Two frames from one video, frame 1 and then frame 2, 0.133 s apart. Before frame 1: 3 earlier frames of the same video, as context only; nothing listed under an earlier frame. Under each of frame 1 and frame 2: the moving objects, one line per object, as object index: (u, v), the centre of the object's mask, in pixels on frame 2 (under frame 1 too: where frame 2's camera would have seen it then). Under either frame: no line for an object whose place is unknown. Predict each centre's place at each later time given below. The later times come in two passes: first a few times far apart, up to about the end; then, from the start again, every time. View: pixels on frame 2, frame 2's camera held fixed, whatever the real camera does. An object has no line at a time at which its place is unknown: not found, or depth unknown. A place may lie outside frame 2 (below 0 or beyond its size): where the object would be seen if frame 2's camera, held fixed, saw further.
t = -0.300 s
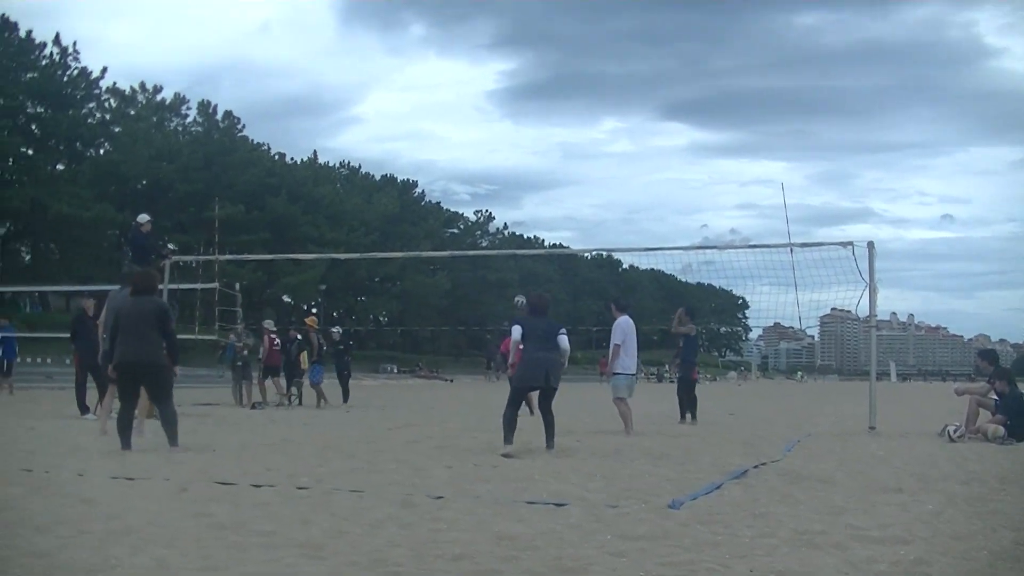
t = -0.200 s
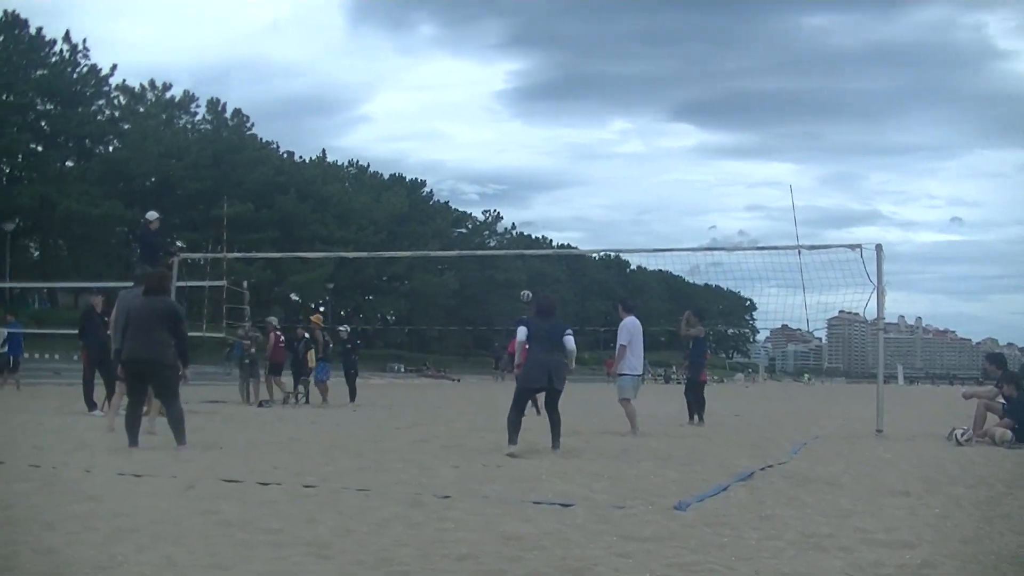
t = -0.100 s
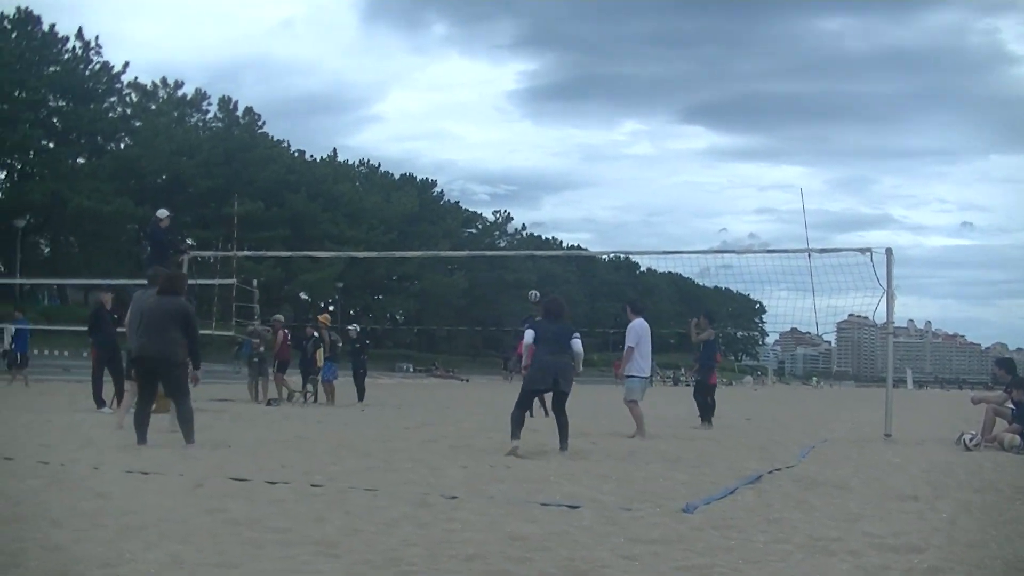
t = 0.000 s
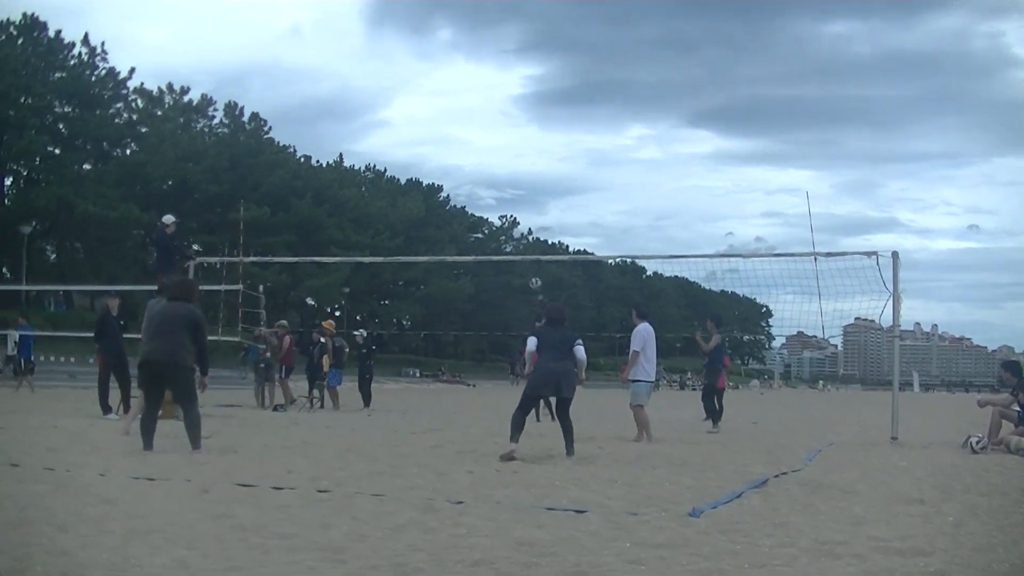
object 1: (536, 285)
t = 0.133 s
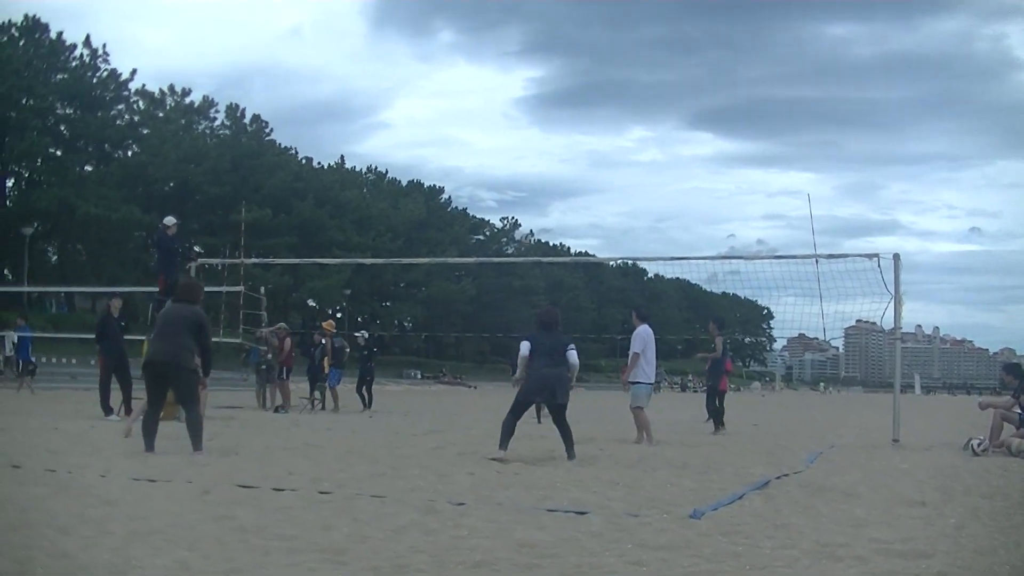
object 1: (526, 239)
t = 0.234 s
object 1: (518, 208)
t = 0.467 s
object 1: (497, 154)
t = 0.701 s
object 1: (473, 128)
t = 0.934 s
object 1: (445, 137)
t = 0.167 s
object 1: (523, 228)
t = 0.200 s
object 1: (521, 218)
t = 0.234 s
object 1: (518, 208)
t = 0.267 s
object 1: (515, 199)
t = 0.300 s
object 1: (512, 190)
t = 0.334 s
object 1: (509, 181)
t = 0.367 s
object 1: (506, 174)
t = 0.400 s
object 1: (503, 167)
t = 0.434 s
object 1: (500, 159)
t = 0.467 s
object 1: (497, 154)
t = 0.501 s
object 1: (493, 149)
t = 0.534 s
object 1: (490, 144)
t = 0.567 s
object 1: (487, 139)
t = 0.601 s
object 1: (483, 135)
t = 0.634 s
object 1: (480, 132)
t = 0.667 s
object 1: (477, 130)
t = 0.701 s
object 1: (473, 128)
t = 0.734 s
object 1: (469, 127)
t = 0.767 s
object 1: (465, 127)
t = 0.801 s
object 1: (461, 128)
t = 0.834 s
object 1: (457, 129)
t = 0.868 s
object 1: (453, 131)
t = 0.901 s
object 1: (449, 133)
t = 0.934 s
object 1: (445, 137)
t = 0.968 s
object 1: (440, 141)
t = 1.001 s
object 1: (436, 147)
